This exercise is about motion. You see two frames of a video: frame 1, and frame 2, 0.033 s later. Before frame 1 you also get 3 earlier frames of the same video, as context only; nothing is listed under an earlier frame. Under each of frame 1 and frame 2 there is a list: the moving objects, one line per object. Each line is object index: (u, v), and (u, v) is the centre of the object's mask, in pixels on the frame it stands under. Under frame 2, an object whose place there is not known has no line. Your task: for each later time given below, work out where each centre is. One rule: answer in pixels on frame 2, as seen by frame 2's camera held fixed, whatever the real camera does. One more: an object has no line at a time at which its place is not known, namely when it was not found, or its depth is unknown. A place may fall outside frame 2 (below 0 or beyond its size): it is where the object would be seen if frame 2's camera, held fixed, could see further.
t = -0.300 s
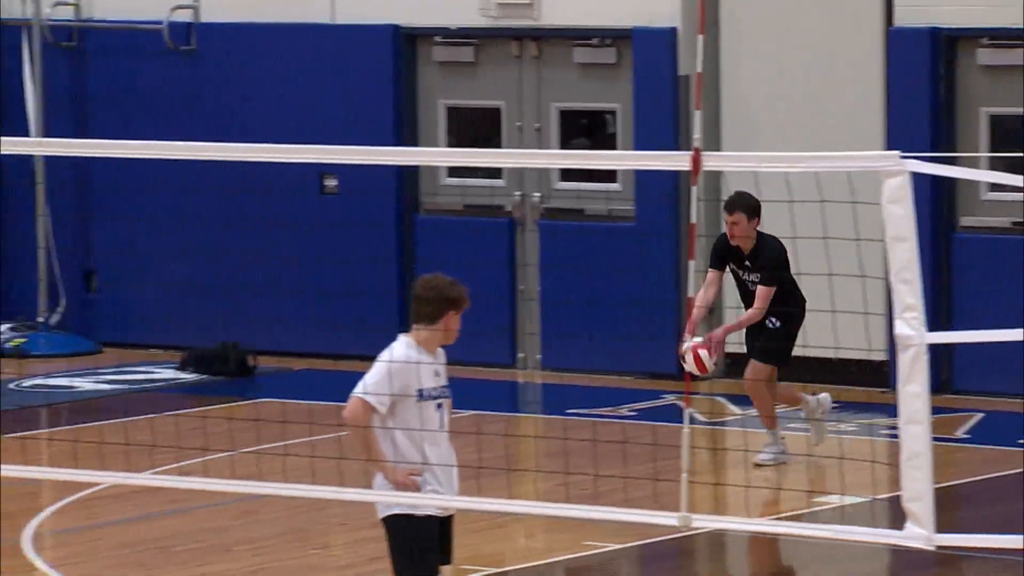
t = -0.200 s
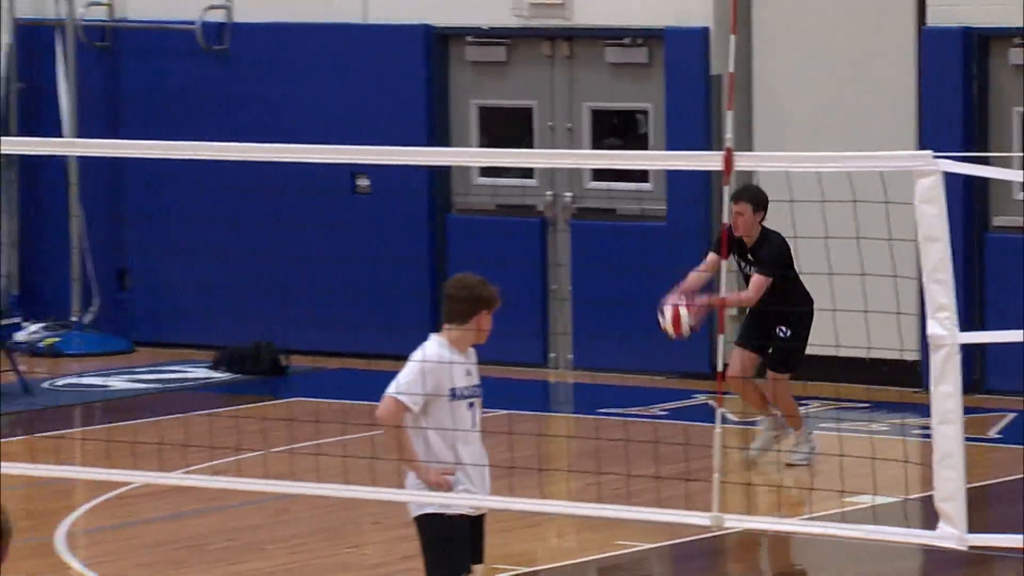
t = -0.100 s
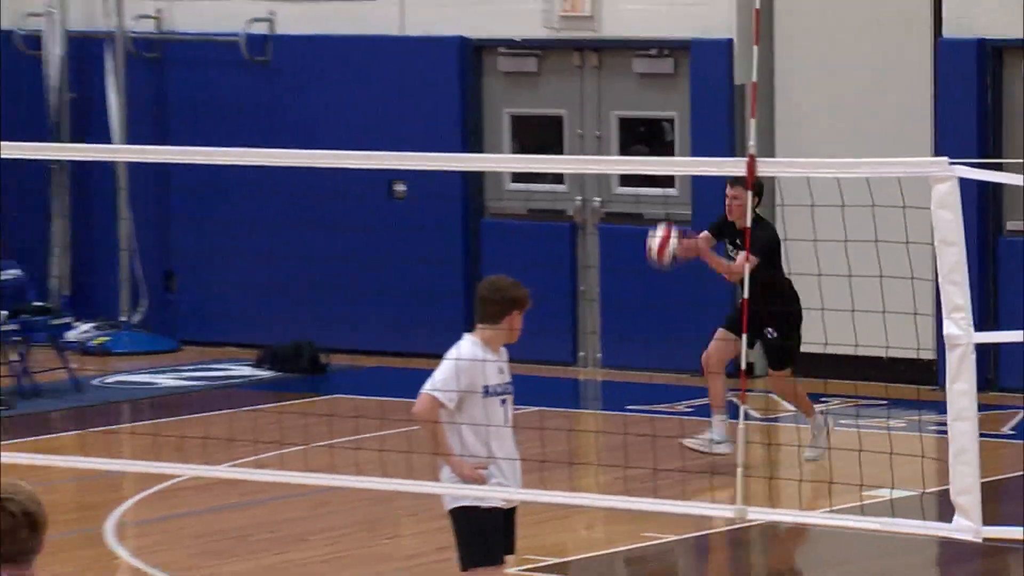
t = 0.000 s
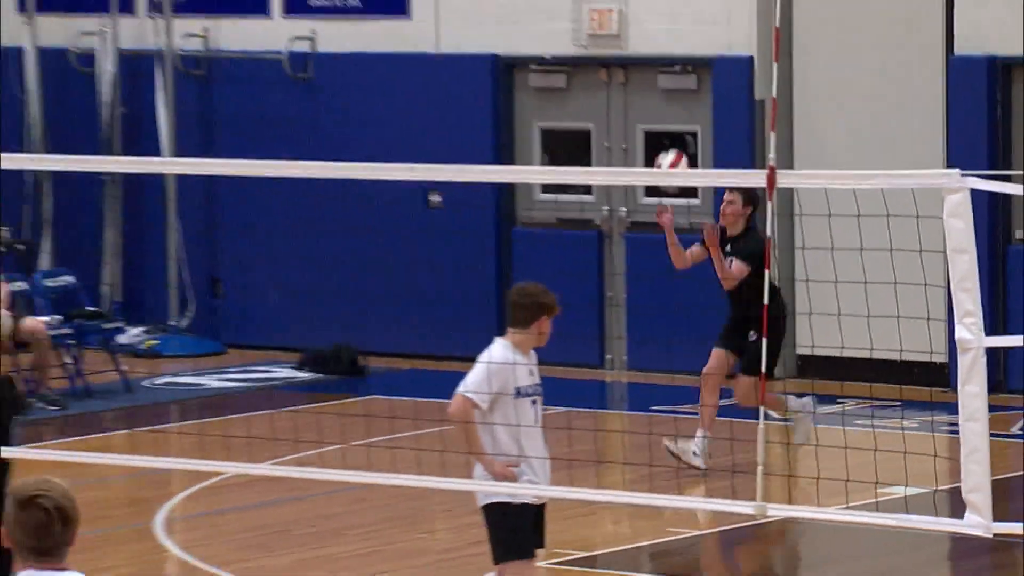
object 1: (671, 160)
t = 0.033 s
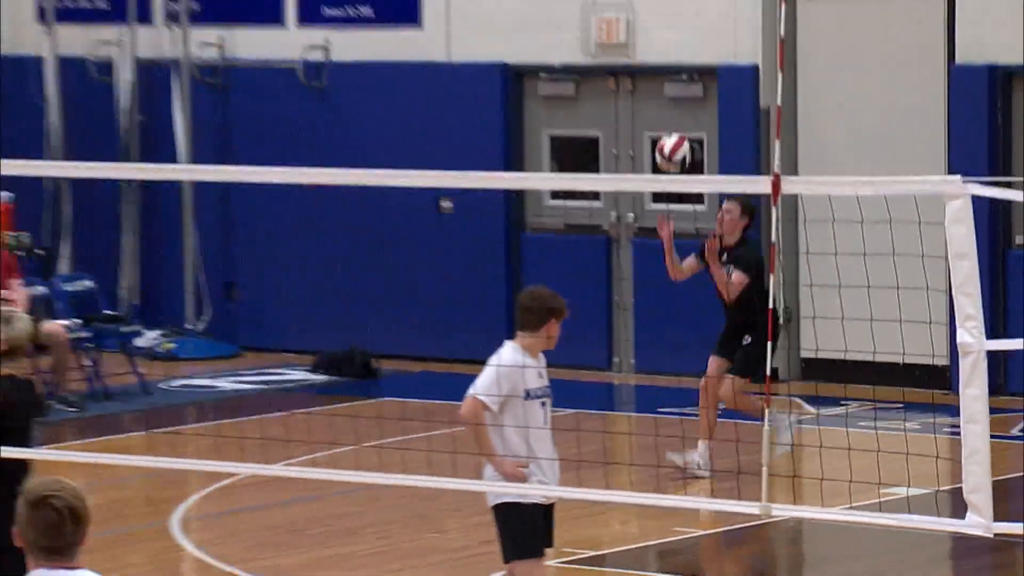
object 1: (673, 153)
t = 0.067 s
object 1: (668, 130)
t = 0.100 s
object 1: (664, 107)
